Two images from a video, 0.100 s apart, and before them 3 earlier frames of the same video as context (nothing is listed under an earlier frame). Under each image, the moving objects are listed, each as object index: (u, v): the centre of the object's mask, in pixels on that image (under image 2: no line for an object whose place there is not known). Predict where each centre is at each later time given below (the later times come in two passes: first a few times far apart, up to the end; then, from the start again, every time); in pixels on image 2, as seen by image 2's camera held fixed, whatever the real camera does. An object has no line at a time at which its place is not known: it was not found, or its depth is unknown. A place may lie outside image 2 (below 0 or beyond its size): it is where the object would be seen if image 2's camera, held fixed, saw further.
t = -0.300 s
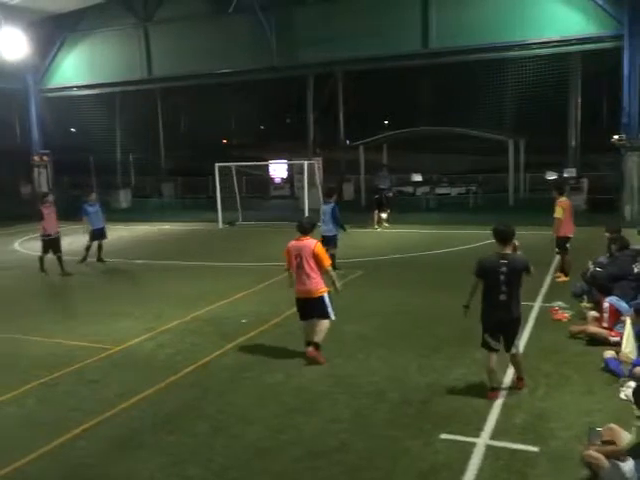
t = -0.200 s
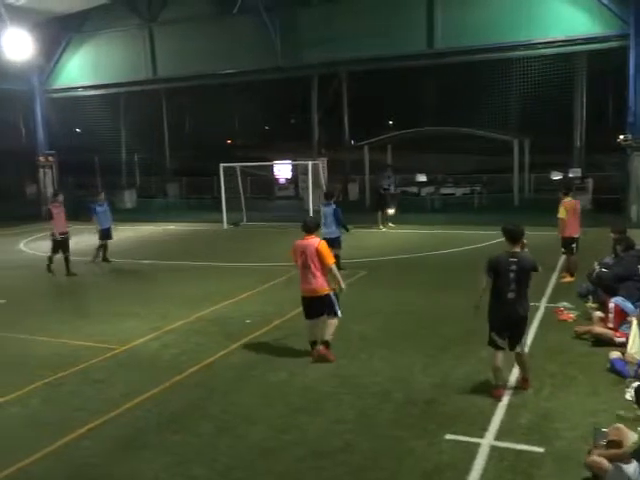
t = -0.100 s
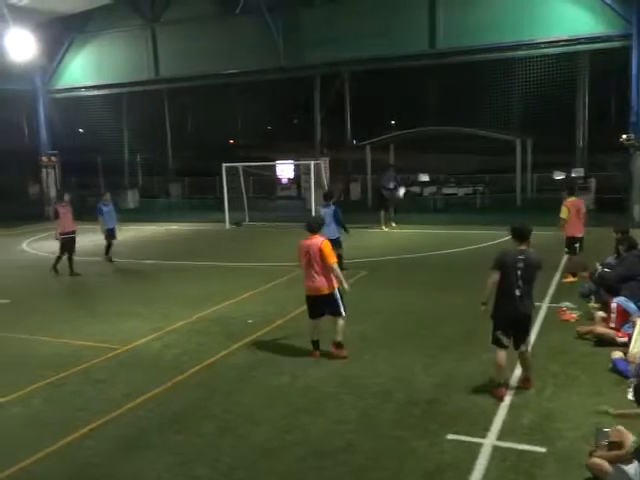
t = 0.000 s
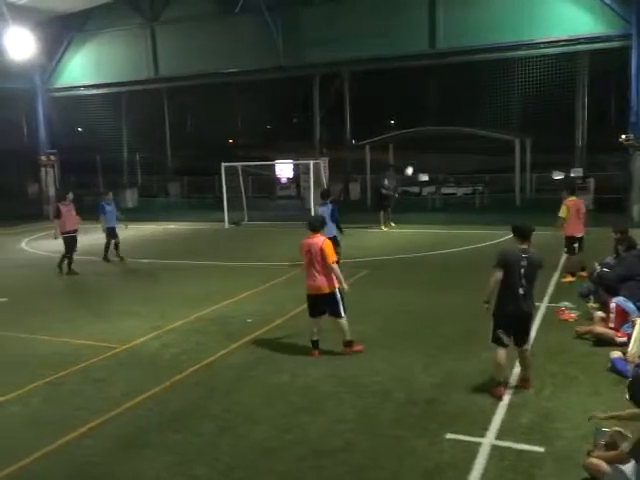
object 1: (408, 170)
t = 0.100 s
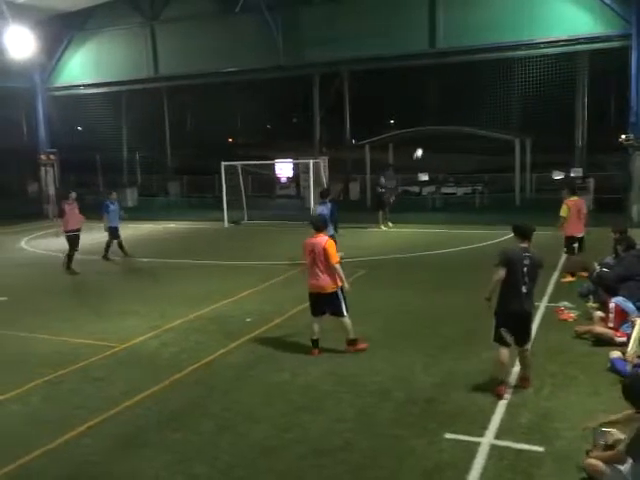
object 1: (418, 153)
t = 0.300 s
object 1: (439, 125)
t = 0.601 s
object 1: (476, 114)
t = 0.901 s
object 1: (524, 147)
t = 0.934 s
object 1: (530, 155)
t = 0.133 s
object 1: (421, 147)
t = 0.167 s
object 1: (425, 142)
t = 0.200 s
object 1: (428, 138)
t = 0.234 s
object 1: (431, 133)
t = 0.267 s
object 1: (436, 129)
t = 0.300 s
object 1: (439, 125)
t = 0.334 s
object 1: (442, 122)
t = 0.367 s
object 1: (447, 120)
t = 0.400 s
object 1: (451, 118)
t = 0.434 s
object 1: (455, 116)
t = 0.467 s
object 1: (458, 114)
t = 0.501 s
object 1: (462, 114)
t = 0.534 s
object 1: (467, 113)
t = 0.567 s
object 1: (470, 113)
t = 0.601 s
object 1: (476, 114)
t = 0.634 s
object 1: (480, 114)
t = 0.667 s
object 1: (485, 117)
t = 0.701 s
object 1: (490, 119)
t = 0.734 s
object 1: (495, 122)
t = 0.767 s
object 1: (501, 126)
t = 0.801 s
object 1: (506, 131)
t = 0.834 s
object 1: (511, 136)
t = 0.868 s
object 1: (518, 141)
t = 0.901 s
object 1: (524, 147)
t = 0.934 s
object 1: (530, 155)
